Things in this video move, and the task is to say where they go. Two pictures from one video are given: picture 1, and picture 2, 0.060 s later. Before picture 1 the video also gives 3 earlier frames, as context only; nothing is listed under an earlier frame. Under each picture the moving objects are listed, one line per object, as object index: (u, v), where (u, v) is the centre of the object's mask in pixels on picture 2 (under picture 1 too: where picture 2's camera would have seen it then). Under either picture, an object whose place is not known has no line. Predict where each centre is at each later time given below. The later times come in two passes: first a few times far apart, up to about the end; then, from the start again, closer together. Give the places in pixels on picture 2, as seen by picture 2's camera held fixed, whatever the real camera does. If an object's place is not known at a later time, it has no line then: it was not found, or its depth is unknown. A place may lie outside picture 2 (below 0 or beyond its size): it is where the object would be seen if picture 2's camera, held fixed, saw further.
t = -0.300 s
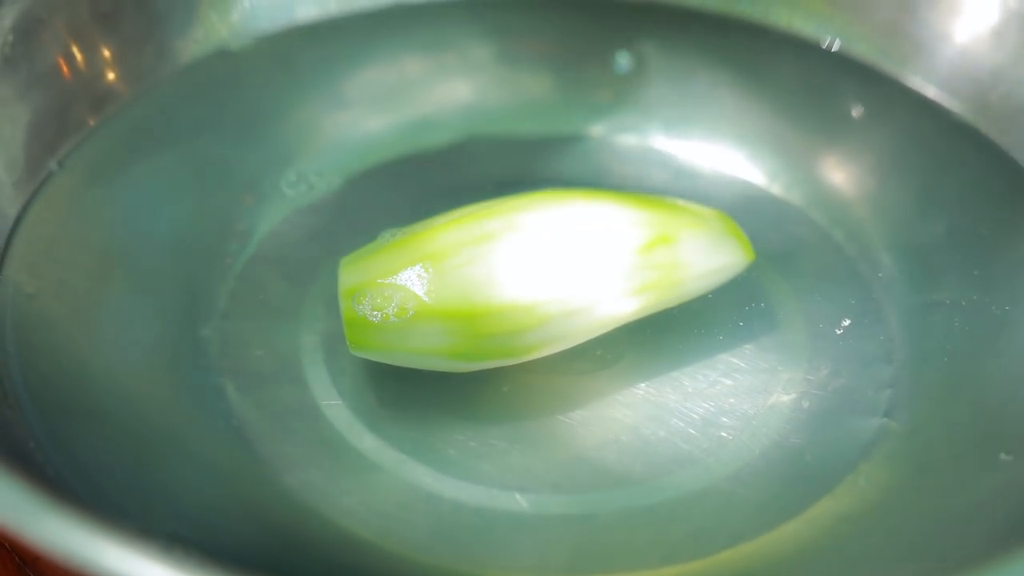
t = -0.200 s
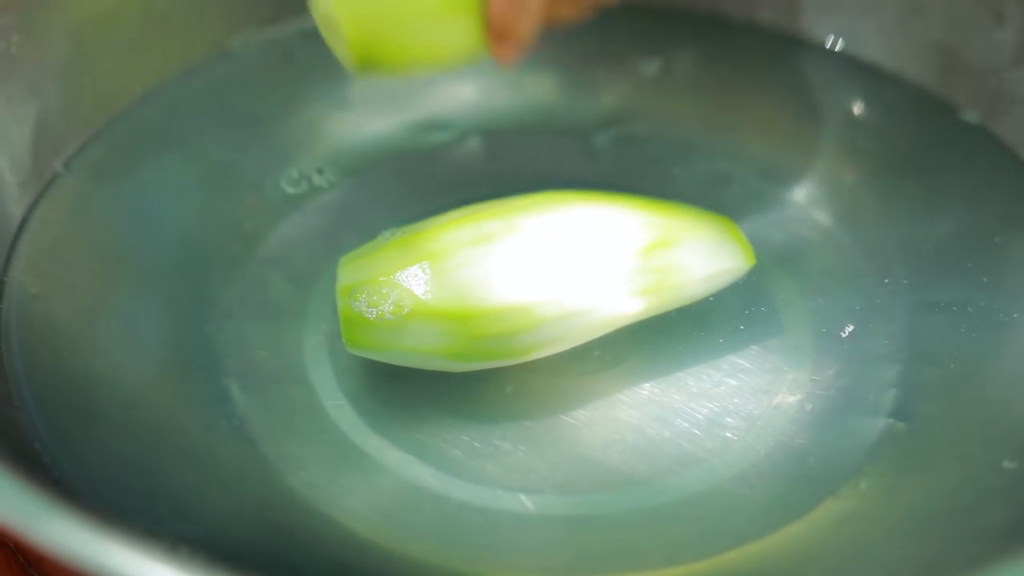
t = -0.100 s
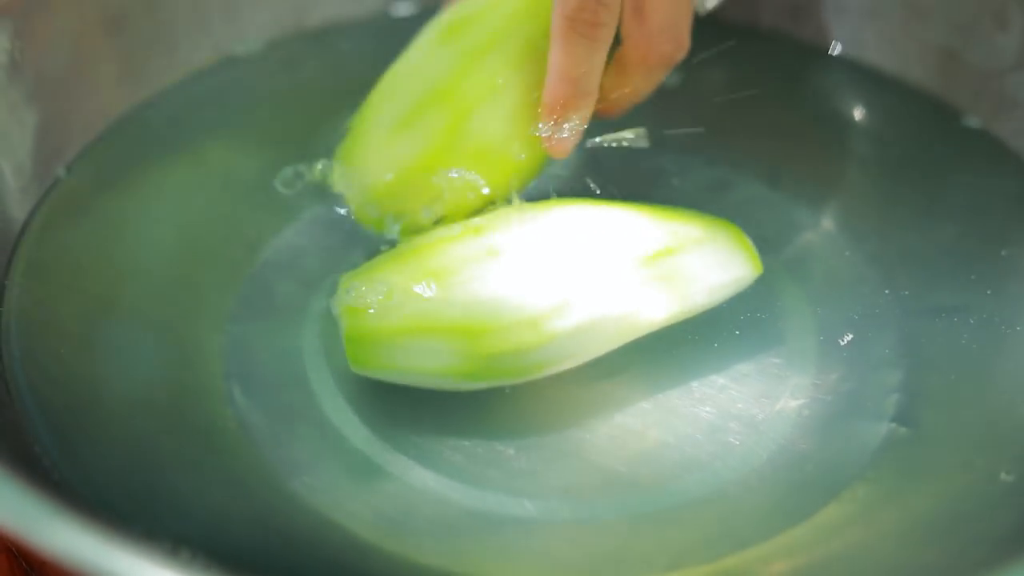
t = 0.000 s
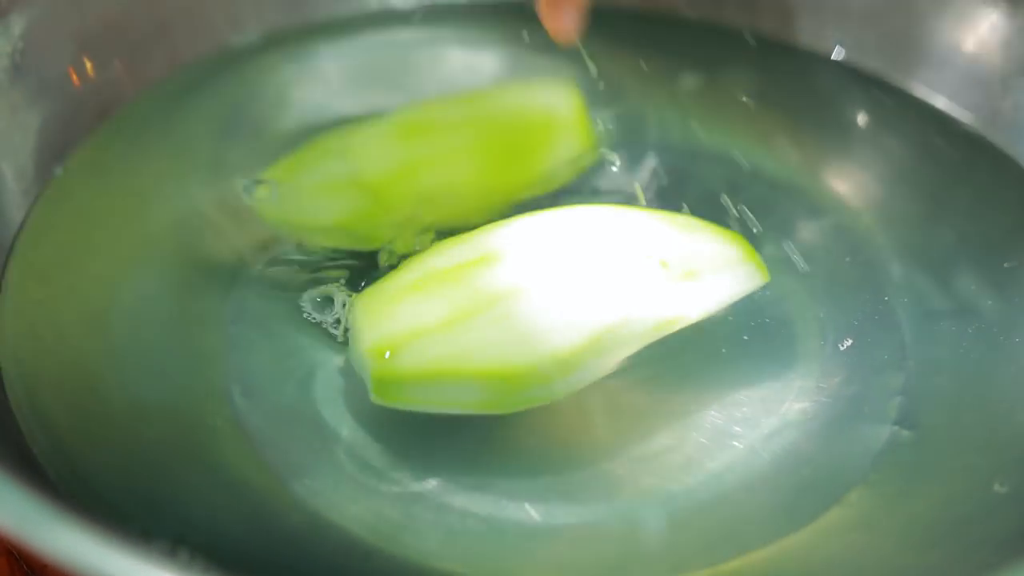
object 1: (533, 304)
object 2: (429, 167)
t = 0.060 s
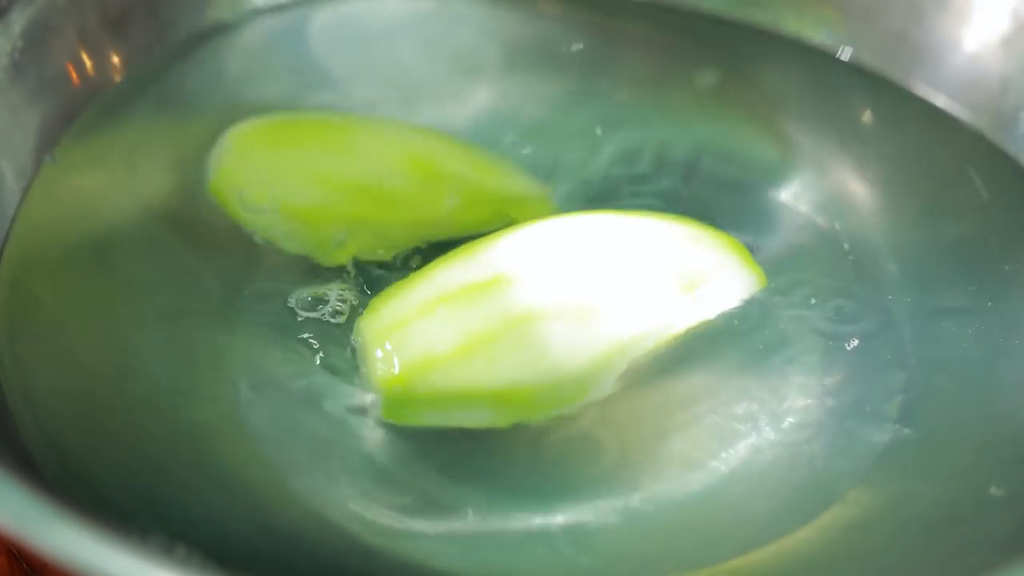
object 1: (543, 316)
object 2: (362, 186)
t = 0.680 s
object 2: (296, 162)
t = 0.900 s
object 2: (292, 183)
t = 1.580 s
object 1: (527, 449)
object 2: (332, 189)
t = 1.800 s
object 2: (344, 200)
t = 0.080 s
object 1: (543, 322)
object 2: (359, 182)
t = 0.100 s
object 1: (544, 330)
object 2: (355, 176)
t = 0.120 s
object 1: (546, 333)
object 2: (351, 170)
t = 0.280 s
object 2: (314, 174)
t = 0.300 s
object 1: (545, 367)
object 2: (312, 171)
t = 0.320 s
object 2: (307, 172)
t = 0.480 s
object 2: (310, 178)
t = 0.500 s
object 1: (558, 379)
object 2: (308, 176)
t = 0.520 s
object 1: (560, 379)
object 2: (306, 174)
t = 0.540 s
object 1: (562, 380)
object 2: (306, 171)
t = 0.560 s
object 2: (307, 168)
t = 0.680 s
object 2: (296, 162)
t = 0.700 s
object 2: (297, 164)
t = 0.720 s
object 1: (557, 391)
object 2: (298, 165)
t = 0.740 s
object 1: (556, 391)
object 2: (298, 166)
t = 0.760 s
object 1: (554, 391)
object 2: (299, 168)
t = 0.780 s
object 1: (553, 391)
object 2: (300, 168)
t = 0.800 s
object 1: (552, 392)
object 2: (298, 170)
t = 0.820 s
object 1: (551, 394)
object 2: (296, 172)
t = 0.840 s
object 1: (548, 399)
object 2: (295, 176)
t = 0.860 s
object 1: (545, 405)
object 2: (295, 179)
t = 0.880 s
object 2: (294, 181)
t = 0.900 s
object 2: (292, 183)
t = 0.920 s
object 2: (291, 185)
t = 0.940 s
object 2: (292, 185)
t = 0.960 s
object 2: (293, 185)
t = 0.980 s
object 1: (539, 427)
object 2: (295, 186)
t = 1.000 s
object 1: (538, 430)
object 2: (295, 187)
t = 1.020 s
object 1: (537, 434)
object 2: (294, 188)
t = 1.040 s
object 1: (537, 436)
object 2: (294, 188)
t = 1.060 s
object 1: (536, 437)
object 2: (296, 187)
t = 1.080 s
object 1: (535, 438)
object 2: (296, 186)
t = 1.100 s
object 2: (296, 186)
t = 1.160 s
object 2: (303, 187)
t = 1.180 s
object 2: (305, 188)
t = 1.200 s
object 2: (307, 189)
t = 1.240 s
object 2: (314, 193)
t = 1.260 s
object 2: (316, 193)
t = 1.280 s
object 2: (318, 191)
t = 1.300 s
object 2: (320, 191)
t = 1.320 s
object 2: (322, 191)
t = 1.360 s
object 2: (324, 190)
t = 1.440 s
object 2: (328, 193)
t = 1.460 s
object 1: (537, 450)
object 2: (328, 192)
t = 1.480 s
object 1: (529, 448)
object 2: (329, 192)
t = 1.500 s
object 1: (528, 448)
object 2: (329, 191)
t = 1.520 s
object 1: (528, 448)
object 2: (329, 191)
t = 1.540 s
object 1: (527, 449)
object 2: (330, 190)
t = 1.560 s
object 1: (526, 449)
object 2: (331, 189)
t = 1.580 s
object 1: (527, 449)
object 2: (332, 189)
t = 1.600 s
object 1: (526, 449)
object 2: (336, 192)
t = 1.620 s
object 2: (338, 194)
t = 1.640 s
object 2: (340, 194)
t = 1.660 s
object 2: (341, 194)
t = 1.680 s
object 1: (522, 447)
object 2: (343, 196)
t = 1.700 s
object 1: (523, 446)
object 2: (345, 197)
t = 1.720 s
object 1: (523, 448)
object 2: (345, 197)
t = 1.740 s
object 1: (523, 448)
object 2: (345, 198)
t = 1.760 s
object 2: (345, 199)
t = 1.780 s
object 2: (344, 201)
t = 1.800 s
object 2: (344, 200)
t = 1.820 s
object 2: (344, 201)
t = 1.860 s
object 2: (342, 203)
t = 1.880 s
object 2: (342, 205)
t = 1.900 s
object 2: (342, 206)
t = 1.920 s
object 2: (341, 209)
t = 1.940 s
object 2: (341, 211)
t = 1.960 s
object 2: (342, 212)
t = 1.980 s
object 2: (344, 214)
